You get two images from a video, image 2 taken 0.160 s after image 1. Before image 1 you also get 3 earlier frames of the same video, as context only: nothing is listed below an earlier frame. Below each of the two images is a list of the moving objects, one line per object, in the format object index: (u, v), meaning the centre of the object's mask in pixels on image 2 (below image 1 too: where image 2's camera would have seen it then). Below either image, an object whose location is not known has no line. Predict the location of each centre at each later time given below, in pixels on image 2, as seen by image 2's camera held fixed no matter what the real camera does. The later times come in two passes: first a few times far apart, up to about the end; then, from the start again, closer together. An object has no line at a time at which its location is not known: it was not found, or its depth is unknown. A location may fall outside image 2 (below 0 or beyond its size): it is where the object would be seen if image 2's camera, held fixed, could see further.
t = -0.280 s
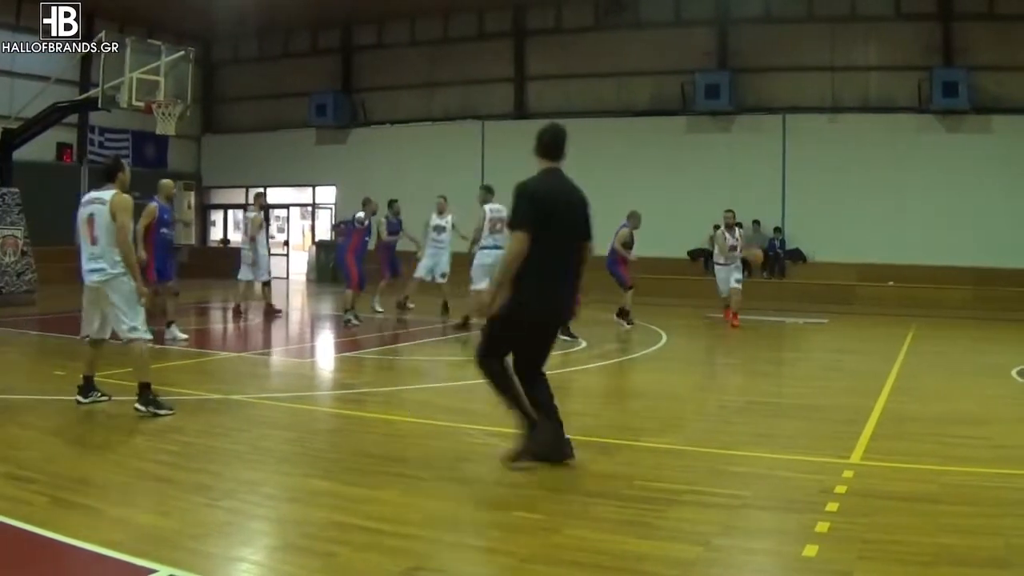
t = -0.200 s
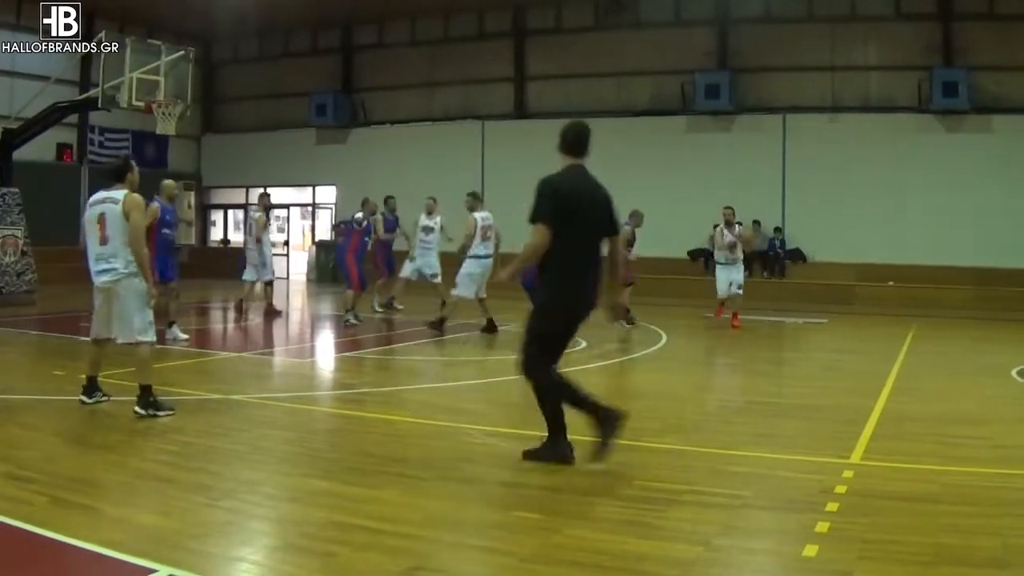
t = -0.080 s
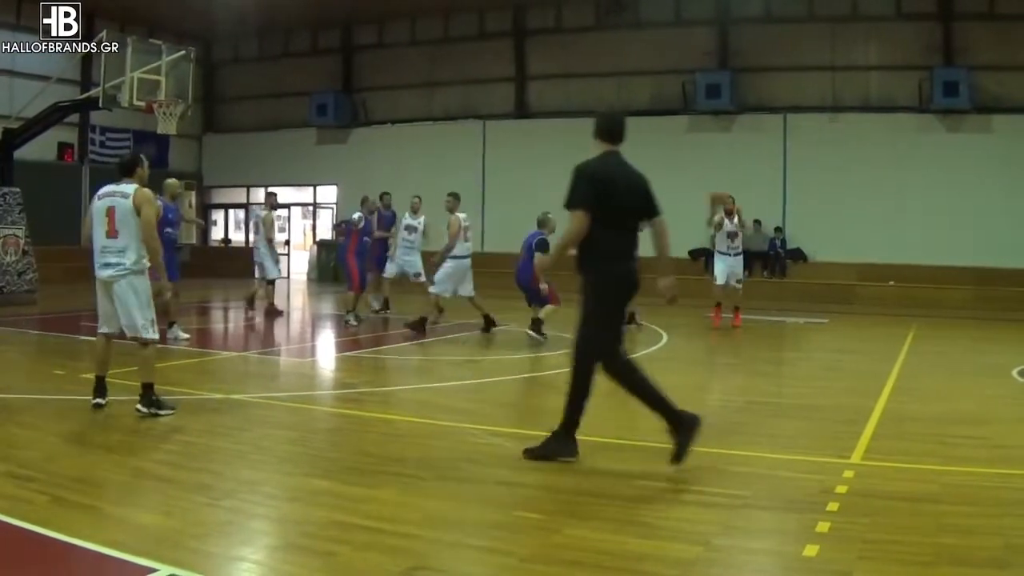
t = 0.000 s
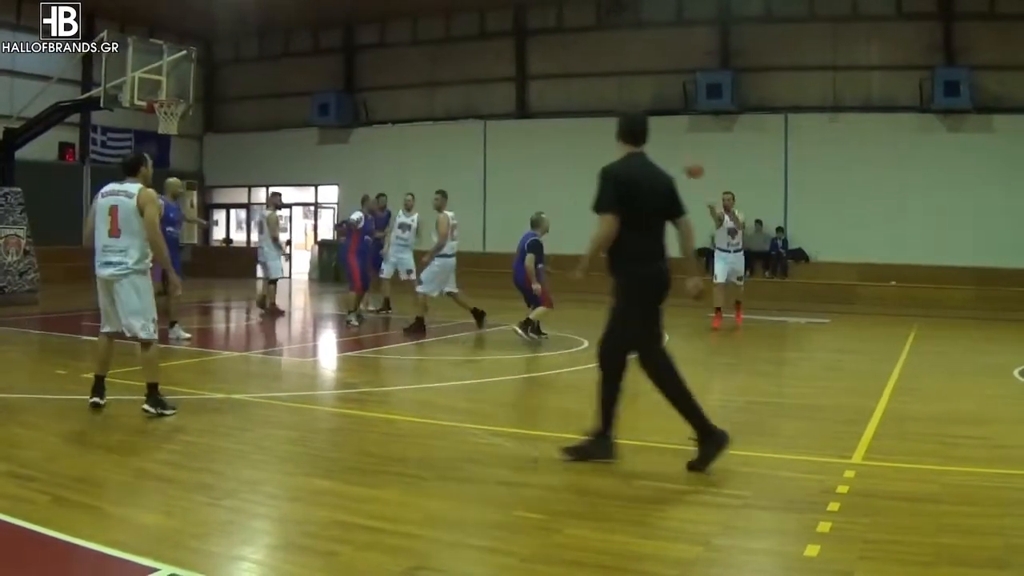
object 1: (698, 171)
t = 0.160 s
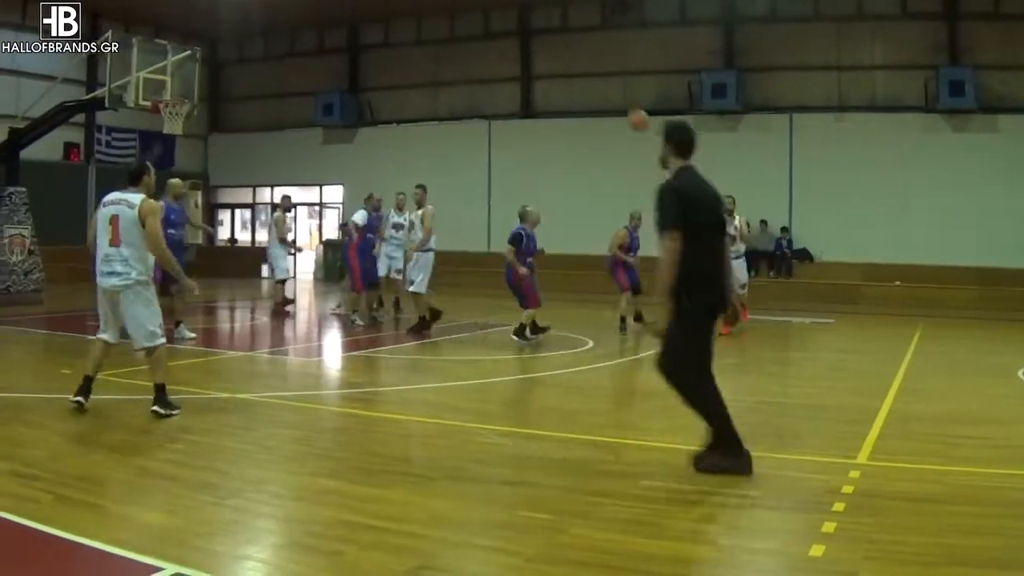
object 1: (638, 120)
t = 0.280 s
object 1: (584, 89)
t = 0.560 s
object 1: (420, 71)
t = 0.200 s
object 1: (622, 109)
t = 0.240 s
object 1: (604, 98)
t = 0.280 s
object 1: (584, 89)
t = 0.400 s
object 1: (523, 75)
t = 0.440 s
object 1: (499, 70)
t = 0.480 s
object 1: (475, 69)
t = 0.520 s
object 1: (448, 69)
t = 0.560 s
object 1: (420, 71)
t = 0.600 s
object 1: (390, 75)
